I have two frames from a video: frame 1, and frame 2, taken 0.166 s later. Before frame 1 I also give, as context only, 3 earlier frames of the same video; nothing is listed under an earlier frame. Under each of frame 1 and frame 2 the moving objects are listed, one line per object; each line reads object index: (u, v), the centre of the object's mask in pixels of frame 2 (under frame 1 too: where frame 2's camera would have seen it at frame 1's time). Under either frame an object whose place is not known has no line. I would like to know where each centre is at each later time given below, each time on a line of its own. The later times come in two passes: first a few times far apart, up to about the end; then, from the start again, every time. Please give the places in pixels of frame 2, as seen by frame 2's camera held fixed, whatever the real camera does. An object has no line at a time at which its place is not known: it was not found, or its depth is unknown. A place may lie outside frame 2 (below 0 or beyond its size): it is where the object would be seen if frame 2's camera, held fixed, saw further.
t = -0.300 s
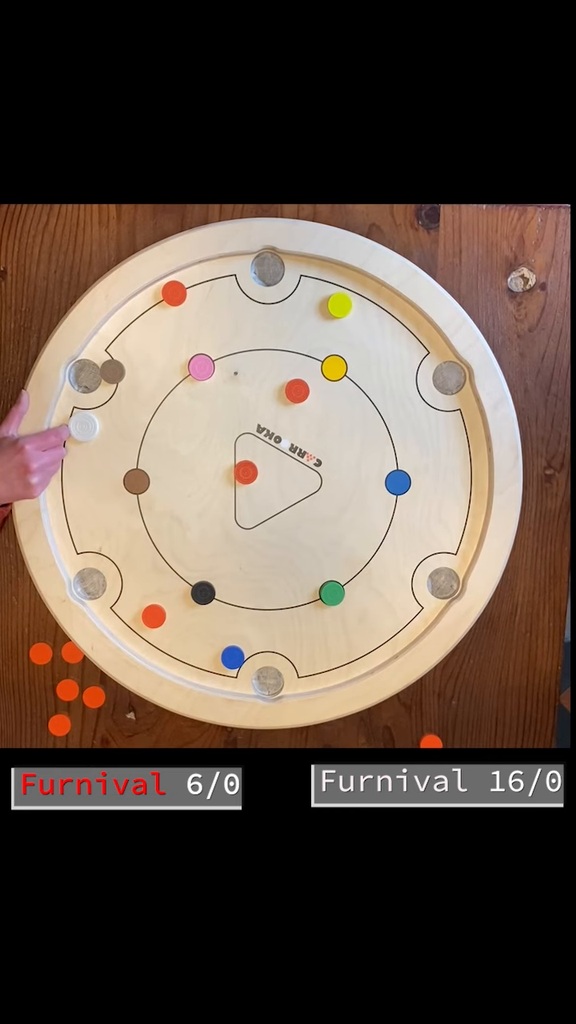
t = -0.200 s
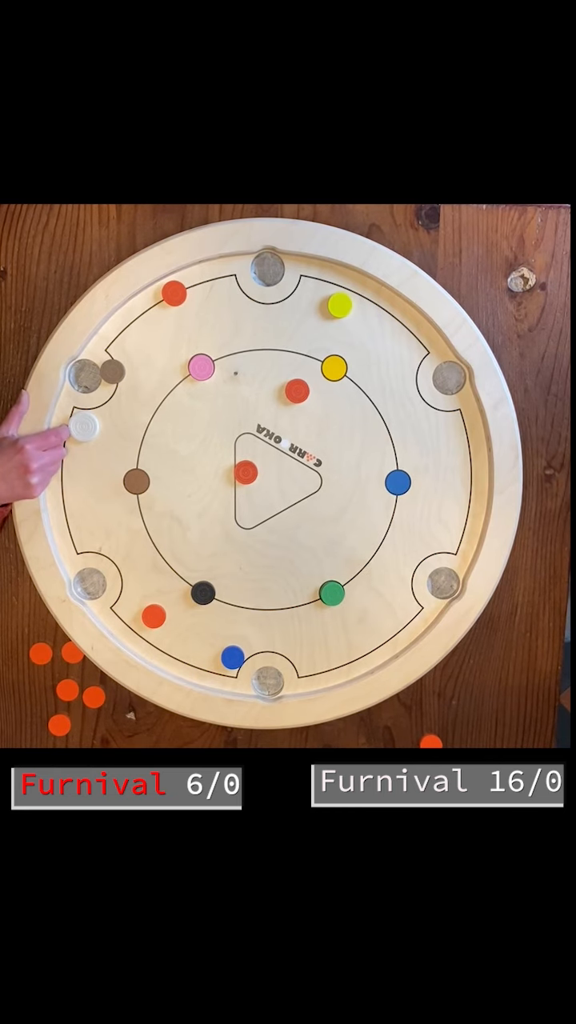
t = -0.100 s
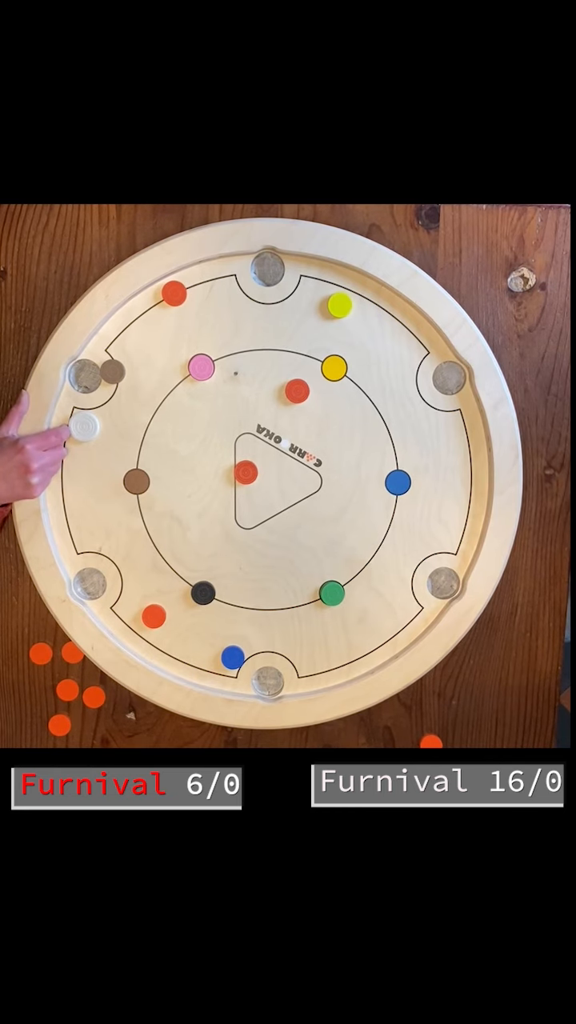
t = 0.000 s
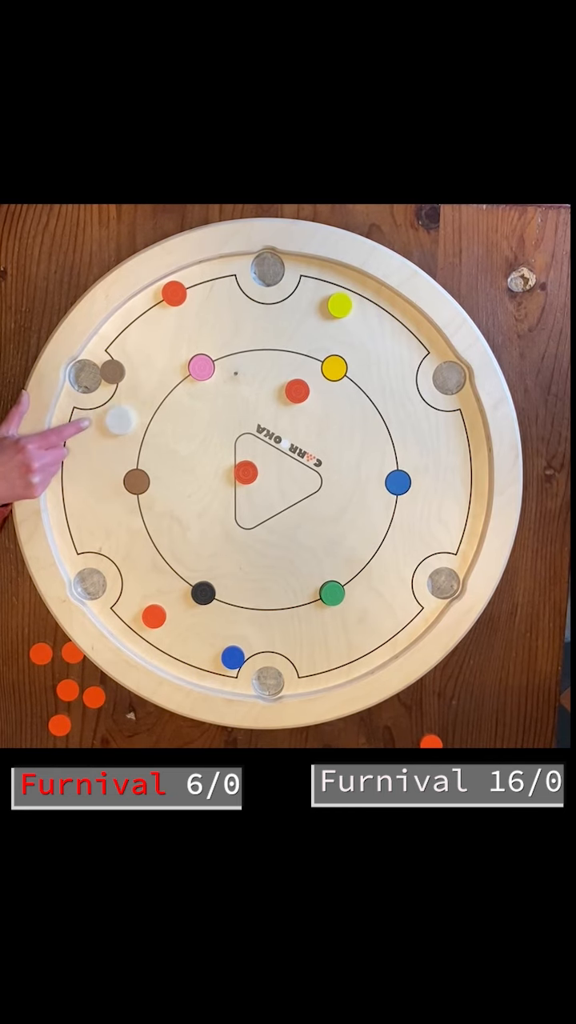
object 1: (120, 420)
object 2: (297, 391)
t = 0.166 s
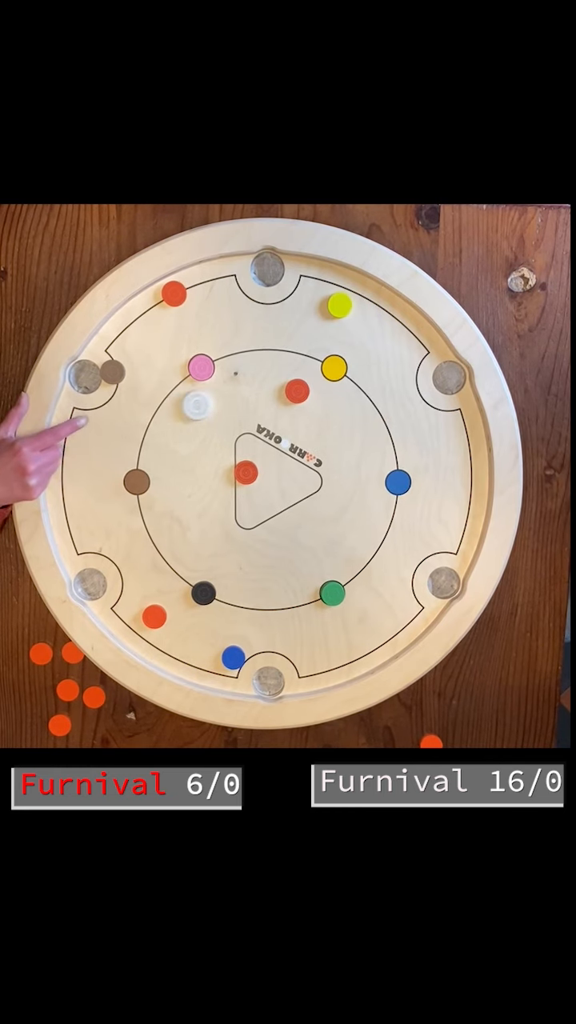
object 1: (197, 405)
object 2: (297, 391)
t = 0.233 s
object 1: (224, 399)
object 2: (297, 391)
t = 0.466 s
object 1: (298, 377)
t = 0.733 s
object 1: (326, 364)
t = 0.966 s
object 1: (326, 363)
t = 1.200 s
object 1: (326, 363)
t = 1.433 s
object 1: (326, 363)
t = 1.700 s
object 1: (325, 363)
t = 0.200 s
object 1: (212, 402)
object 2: (297, 391)
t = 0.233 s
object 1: (224, 399)
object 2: (297, 391)
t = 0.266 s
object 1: (237, 396)
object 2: (297, 391)
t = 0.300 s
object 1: (250, 393)
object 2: (297, 391)
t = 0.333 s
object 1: (272, 388)
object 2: (300, 391)
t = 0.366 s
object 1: (279, 385)
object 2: (315, 391)
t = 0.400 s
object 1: (286, 382)
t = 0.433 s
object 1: (292, 379)
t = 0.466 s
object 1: (298, 377)
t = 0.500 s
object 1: (302, 375)
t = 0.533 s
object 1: (308, 373)
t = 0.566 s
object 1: (312, 371)
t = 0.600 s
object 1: (316, 369)
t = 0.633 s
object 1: (319, 367)
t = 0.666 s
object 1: (324, 365)
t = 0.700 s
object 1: (325, 364)
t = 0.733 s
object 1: (326, 364)
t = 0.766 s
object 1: (326, 363)
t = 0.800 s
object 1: (326, 363)
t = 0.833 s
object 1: (326, 363)
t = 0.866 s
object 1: (326, 363)
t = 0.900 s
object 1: (326, 363)
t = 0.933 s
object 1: (326, 363)
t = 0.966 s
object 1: (326, 363)
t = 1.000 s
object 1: (326, 363)
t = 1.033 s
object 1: (326, 363)
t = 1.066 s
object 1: (326, 363)
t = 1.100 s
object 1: (326, 363)
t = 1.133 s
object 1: (326, 363)
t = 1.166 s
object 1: (326, 363)
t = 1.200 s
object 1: (326, 363)
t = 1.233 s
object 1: (326, 363)
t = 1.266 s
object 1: (326, 363)
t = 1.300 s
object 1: (326, 363)
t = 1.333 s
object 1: (326, 363)
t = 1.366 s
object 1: (326, 363)
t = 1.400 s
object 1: (326, 363)
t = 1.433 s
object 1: (326, 363)
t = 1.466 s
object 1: (326, 363)
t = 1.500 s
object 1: (326, 363)
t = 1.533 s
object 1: (326, 363)
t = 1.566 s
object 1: (326, 363)
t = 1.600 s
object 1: (326, 363)
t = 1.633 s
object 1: (326, 363)
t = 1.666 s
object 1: (326, 363)
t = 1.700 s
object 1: (325, 363)
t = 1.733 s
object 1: (325, 362)
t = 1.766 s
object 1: (324, 362)
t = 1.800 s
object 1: (323, 362)
